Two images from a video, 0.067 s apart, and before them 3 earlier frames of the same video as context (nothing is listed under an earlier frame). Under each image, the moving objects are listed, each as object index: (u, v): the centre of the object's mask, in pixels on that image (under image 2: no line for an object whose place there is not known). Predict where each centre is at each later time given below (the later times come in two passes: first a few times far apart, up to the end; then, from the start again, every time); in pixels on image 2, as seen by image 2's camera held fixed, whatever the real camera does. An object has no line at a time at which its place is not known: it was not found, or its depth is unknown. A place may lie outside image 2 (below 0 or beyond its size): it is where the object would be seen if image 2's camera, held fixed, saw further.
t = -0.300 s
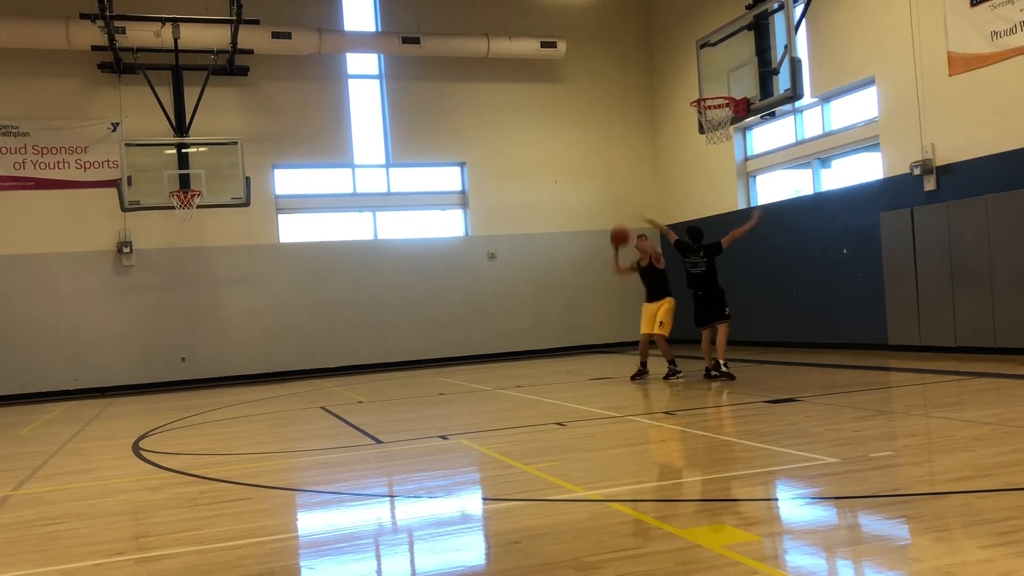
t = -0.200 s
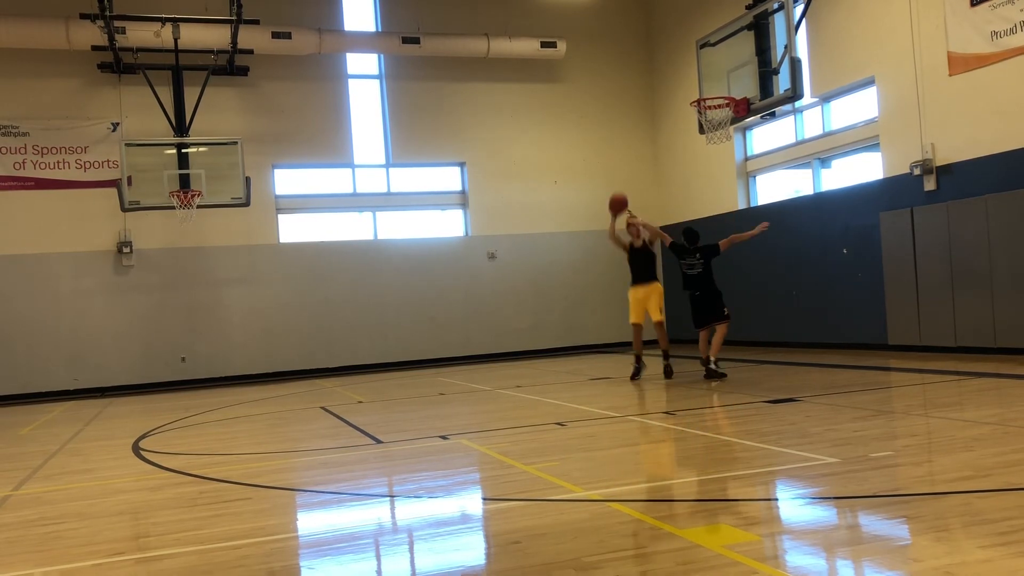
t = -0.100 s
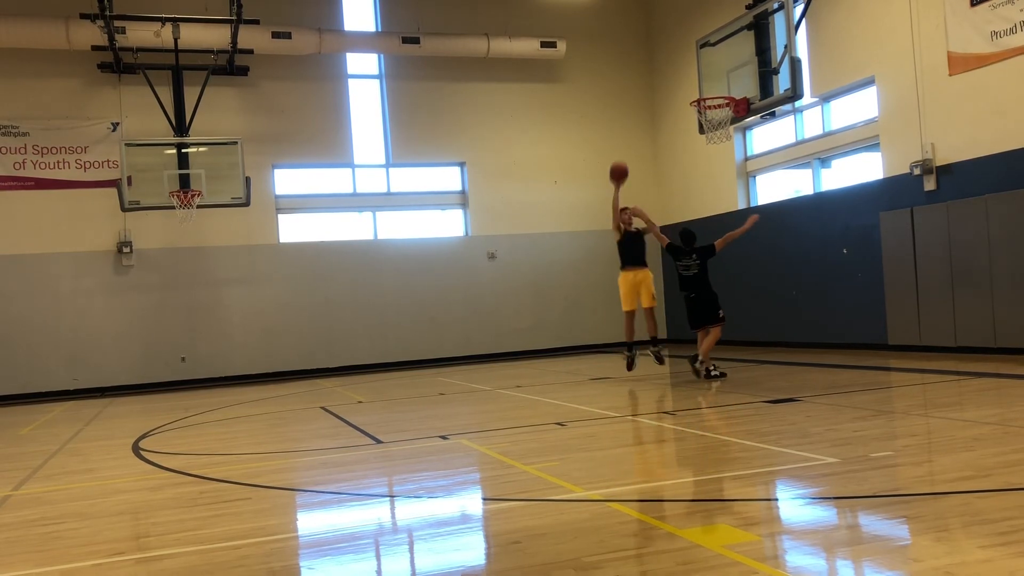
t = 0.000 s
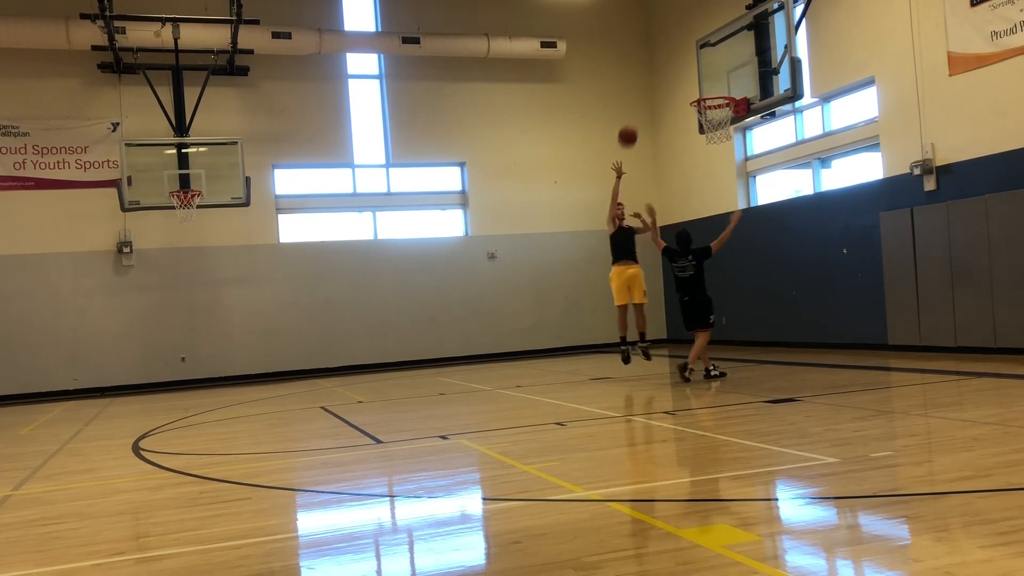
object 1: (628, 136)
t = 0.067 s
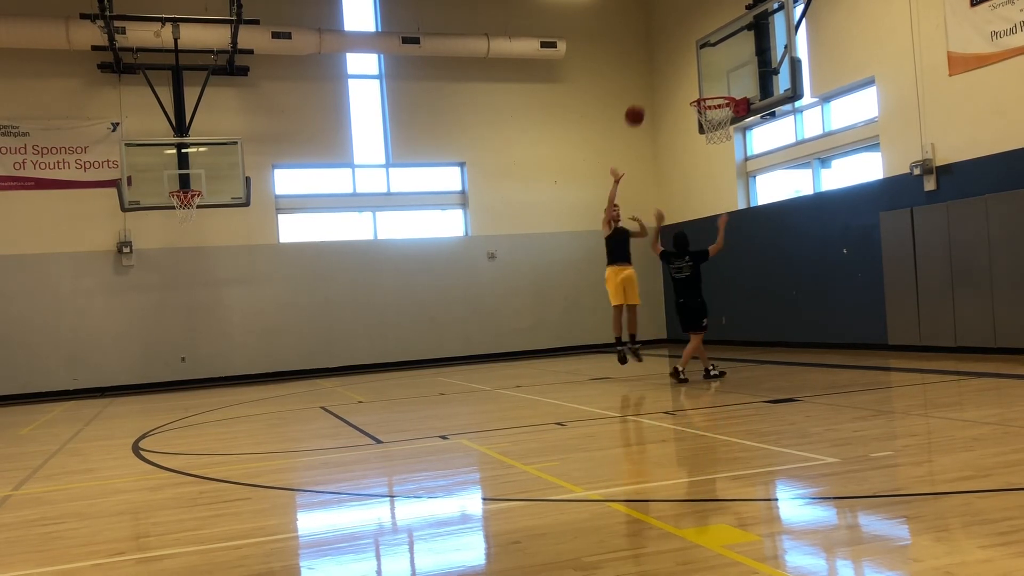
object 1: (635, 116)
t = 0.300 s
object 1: (662, 68)
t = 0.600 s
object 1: (705, 73)
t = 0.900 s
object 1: (709, 121)
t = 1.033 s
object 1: (721, 149)
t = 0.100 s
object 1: (638, 106)
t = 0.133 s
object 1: (642, 98)
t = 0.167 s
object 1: (646, 90)
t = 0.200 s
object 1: (650, 83)
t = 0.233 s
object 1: (654, 78)
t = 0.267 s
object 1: (658, 72)
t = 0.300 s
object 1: (662, 68)
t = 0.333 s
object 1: (667, 65)
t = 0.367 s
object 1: (671, 62)
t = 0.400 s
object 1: (676, 61)
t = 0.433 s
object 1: (680, 61)
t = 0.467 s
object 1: (685, 61)
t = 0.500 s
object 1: (690, 63)
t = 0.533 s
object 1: (695, 65)
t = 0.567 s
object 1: (700, 68)
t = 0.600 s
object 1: (705, 73)
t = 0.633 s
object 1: (710, 78)
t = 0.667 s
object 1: (716, 85)
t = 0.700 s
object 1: (721, 91)
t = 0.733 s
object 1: (720, 92)
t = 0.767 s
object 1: (711, 102)
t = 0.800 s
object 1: (703, 109)
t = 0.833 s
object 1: (704, 112)
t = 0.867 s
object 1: (707, 116)
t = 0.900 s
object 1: (709, 121)
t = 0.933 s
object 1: (713, 127)
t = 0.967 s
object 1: (715, 132)
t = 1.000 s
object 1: (719, 141)
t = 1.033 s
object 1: (721, 149)
